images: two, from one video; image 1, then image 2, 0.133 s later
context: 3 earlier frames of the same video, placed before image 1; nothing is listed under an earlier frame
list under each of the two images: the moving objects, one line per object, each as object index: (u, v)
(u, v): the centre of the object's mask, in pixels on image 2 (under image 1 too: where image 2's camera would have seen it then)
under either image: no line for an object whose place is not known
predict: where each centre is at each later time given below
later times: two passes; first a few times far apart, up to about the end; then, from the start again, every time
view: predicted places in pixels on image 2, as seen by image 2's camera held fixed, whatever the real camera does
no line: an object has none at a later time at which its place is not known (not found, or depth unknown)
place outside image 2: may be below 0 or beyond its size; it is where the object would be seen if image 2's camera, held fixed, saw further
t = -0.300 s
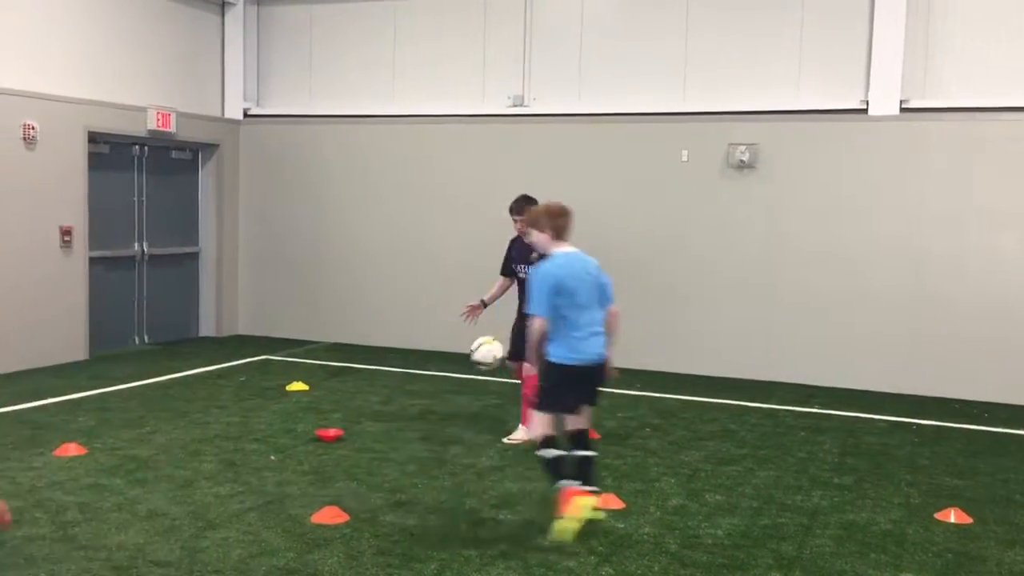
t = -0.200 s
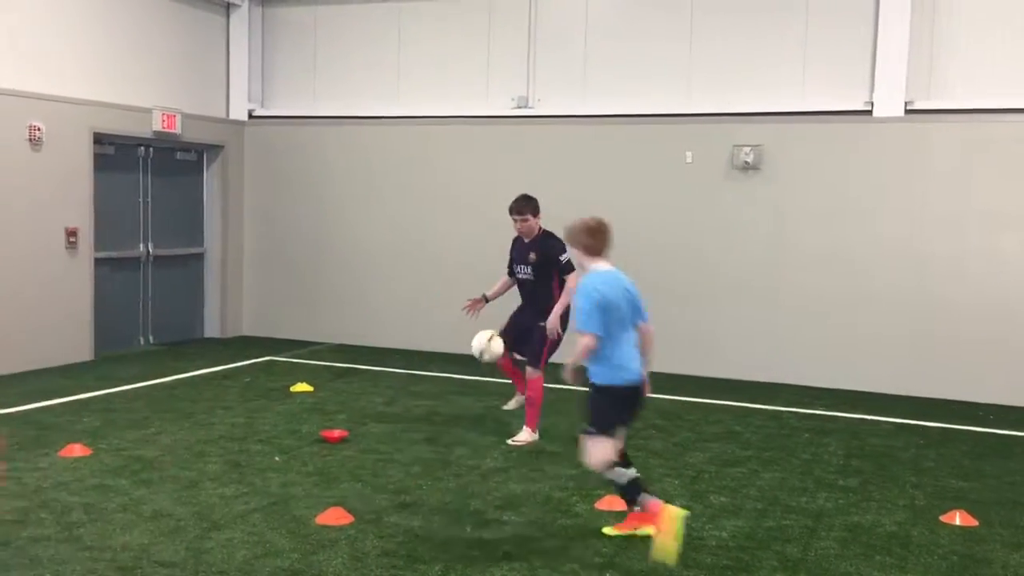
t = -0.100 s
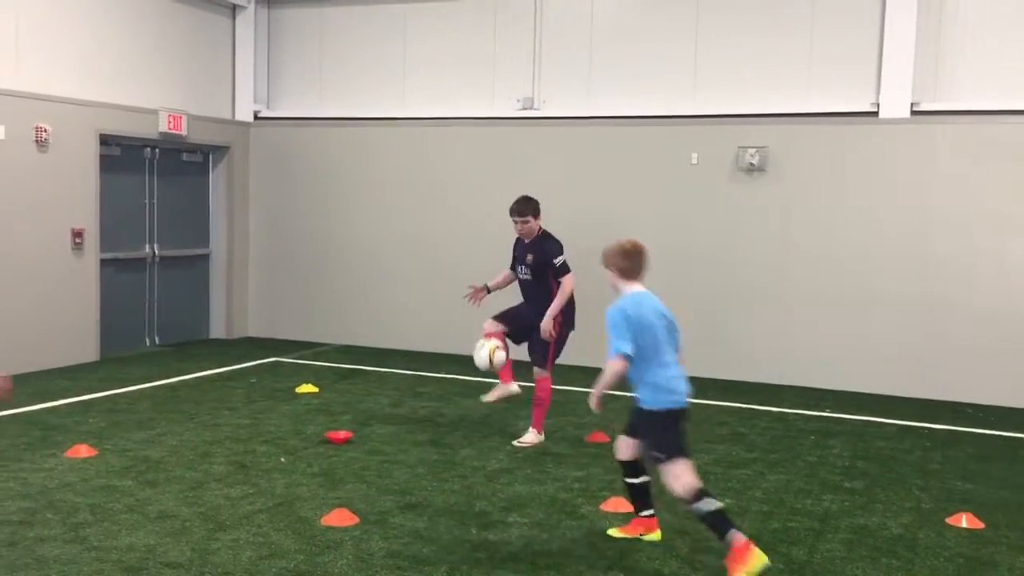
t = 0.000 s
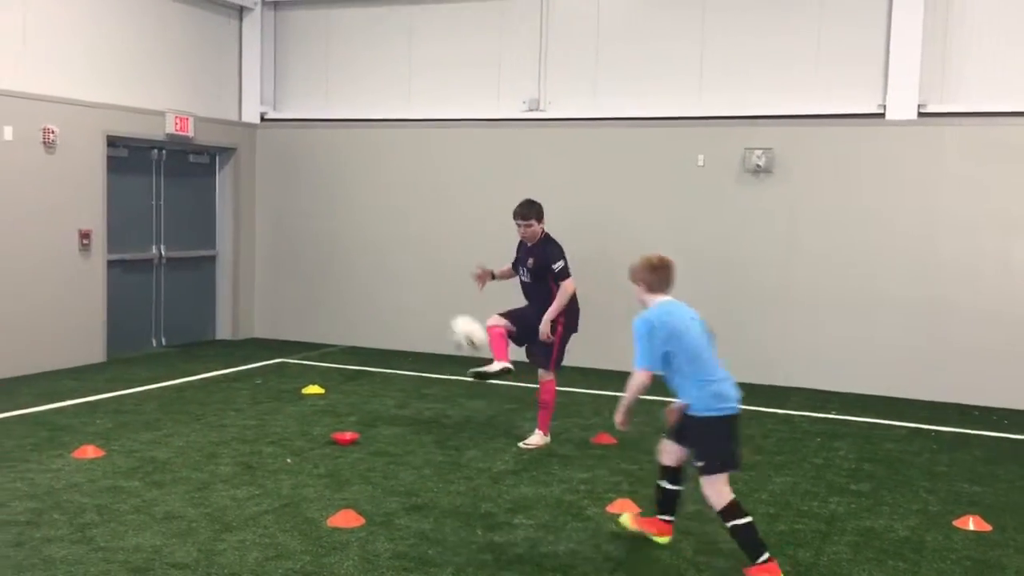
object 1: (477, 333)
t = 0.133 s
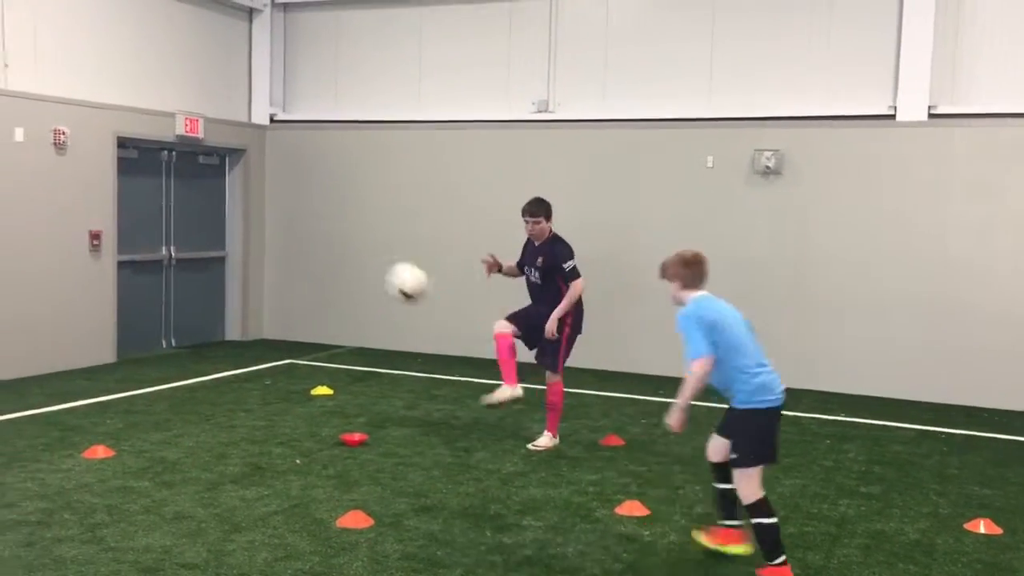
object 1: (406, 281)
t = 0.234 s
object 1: (347, 257)
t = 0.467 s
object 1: (166, 269)
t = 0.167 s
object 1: (389, 271)
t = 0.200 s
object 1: (369, 264)
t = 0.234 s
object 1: (347, 257)
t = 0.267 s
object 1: (325, 253)
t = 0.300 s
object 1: (302, 251)
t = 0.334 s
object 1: (278, 250)
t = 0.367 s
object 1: (252, 250)
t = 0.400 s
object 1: (225, 254)
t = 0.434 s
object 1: (196, 260)
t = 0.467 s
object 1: (166, 269)
